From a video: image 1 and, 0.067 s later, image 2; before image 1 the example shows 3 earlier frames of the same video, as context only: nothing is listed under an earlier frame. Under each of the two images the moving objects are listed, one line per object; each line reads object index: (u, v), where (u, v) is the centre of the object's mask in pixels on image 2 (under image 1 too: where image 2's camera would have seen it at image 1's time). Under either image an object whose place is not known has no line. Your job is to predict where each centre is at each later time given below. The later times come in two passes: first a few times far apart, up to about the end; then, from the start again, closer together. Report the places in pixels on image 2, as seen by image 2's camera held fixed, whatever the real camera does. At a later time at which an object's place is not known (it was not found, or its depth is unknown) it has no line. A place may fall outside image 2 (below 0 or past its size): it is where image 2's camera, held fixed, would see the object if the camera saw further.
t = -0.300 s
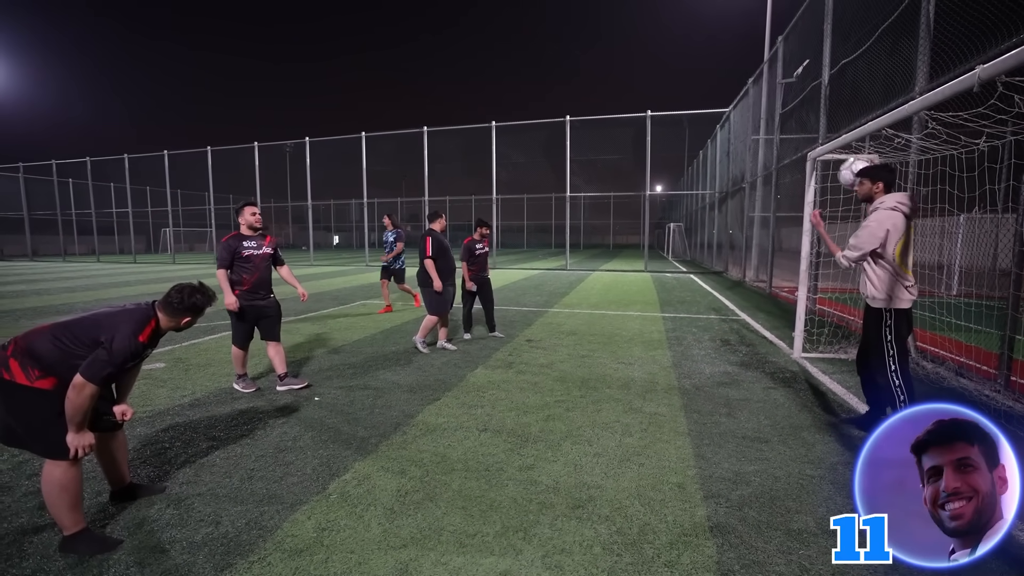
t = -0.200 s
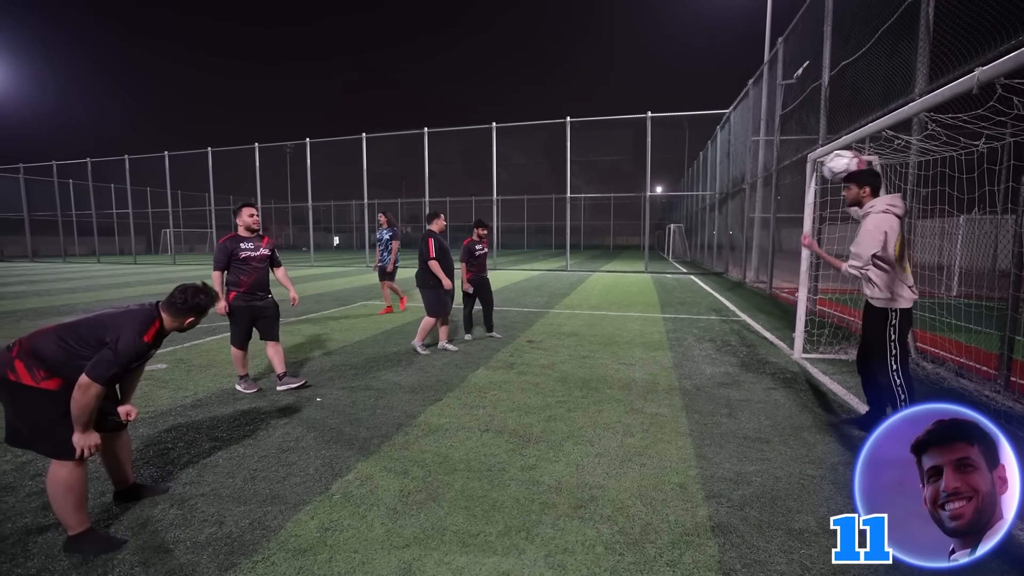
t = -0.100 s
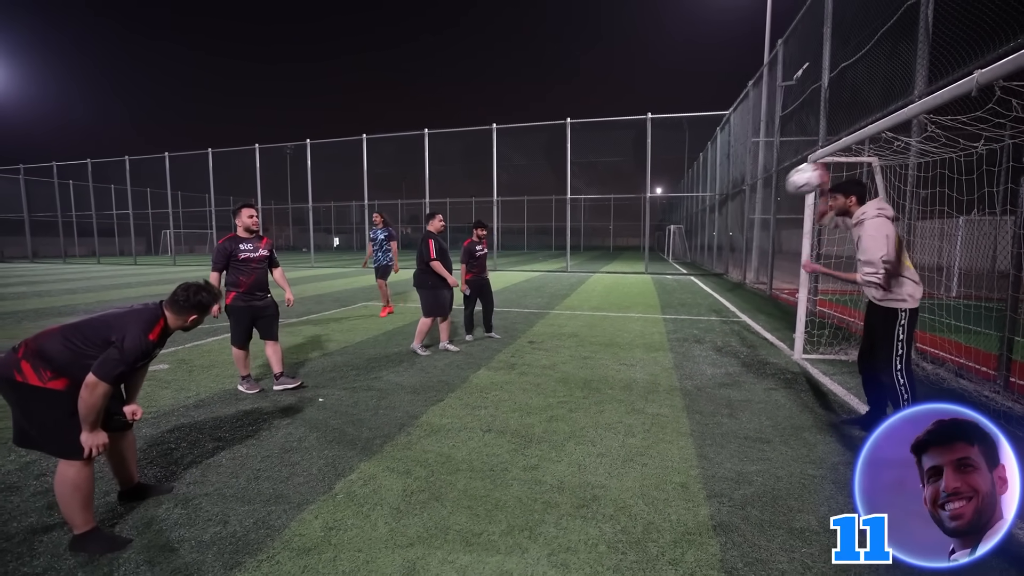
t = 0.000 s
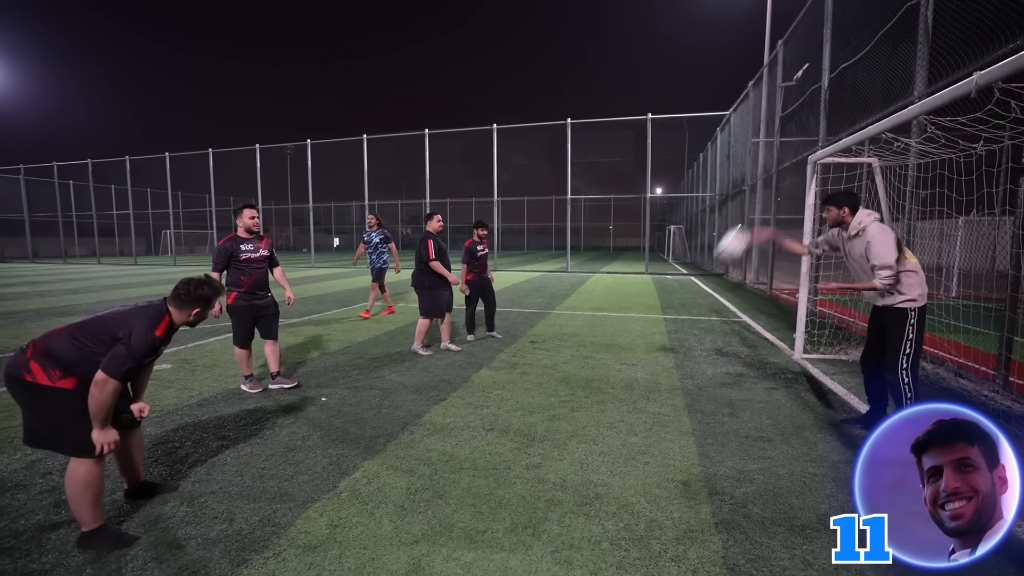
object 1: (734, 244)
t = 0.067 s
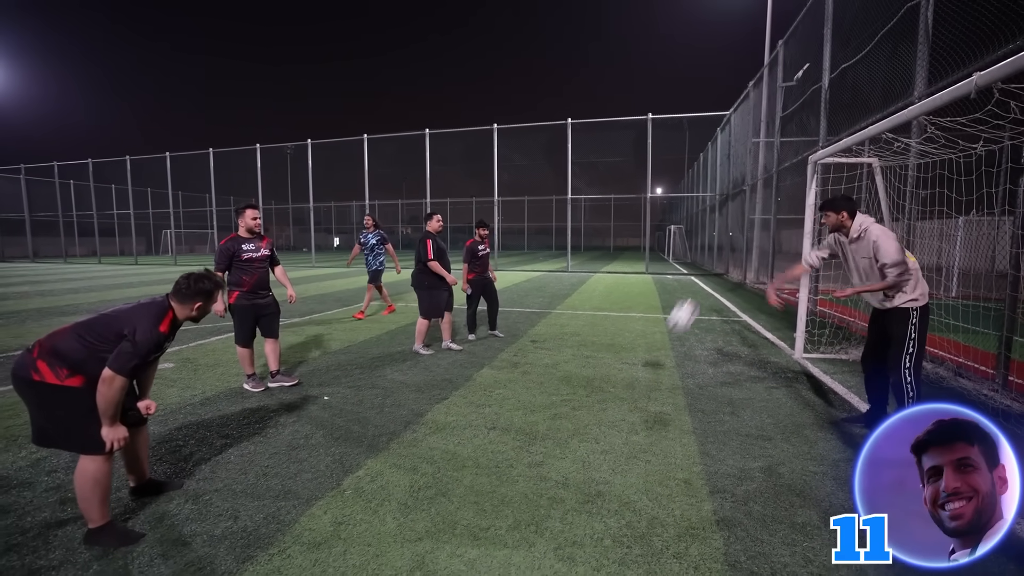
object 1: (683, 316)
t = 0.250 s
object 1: (619, 291)
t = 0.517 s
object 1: (575, 168)
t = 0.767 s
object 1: (534, 127)
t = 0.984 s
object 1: (500, 140)
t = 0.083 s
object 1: (671, 334)
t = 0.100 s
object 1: (659, 351)
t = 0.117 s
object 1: (648, 367)
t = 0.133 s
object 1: (640, 373)
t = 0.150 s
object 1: (637, 362)
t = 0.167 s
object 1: (634, 348)
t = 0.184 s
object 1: (631, 337)
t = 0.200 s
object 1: (629, 326)
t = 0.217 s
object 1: (625, 314)
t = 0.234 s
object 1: (623, 302)
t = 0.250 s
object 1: (619, 291)
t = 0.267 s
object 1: (616, 282)
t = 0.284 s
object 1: (613, 271)
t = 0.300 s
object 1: (610, 262)
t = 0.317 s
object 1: (608, 253)
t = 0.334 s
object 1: (606, 245)
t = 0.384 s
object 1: (598, 219)
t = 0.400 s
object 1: (595, 212)
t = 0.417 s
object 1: (592, 205)
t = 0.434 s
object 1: (589, 198)
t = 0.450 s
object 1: (586, 192)
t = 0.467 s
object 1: (583, 185)
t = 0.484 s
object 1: (581, 179)
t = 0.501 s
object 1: (578, 173)
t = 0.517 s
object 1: (575, 168)
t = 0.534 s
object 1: (572, 164)
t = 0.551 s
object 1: (569, 159)
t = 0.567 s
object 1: (566, 155)
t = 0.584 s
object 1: (564, 151)
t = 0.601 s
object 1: (561, 148)
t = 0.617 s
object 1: (559, 144)
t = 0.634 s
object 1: (556, 142)
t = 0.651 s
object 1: (553, 139)
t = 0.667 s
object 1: (550, 136)
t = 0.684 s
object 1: (548, 134)
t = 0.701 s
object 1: (545, 132)
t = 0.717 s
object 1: (542, 130)
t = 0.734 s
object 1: (539, 129)
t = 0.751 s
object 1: (537, 128)
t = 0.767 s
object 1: (534, 127)
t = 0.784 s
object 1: (531, 127)
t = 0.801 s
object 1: (528, 126)
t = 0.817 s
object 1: (526, 127)
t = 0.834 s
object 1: (523, 127)
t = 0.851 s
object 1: (521, 127)
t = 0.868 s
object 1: (518, 128)
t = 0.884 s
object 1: (516, 129)
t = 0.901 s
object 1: (513, 130)
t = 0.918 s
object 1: (510, 132)
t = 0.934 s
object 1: (508, 133)
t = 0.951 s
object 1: (506, 135)
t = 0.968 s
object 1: (503, 137)
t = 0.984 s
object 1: (500, 140)
